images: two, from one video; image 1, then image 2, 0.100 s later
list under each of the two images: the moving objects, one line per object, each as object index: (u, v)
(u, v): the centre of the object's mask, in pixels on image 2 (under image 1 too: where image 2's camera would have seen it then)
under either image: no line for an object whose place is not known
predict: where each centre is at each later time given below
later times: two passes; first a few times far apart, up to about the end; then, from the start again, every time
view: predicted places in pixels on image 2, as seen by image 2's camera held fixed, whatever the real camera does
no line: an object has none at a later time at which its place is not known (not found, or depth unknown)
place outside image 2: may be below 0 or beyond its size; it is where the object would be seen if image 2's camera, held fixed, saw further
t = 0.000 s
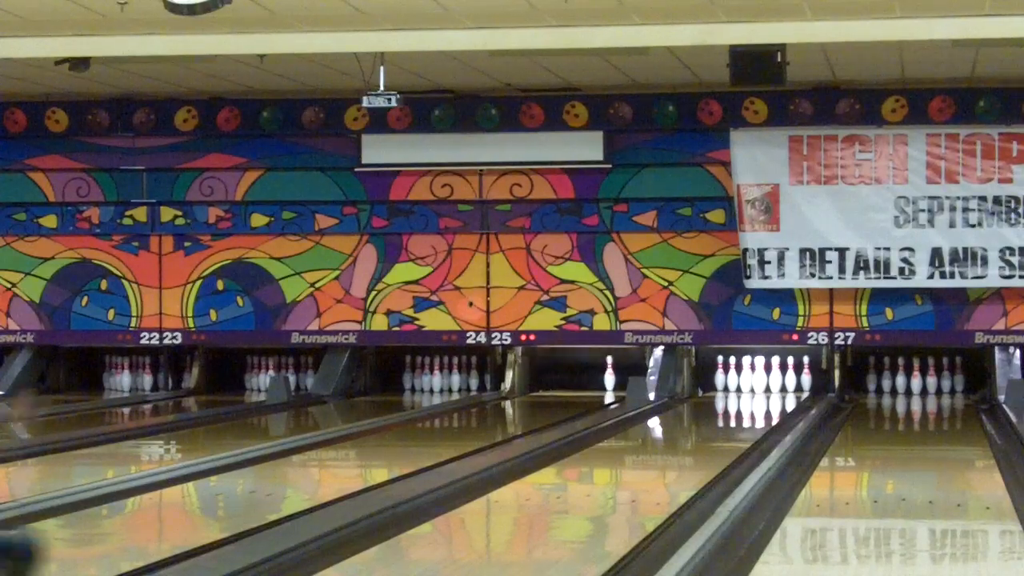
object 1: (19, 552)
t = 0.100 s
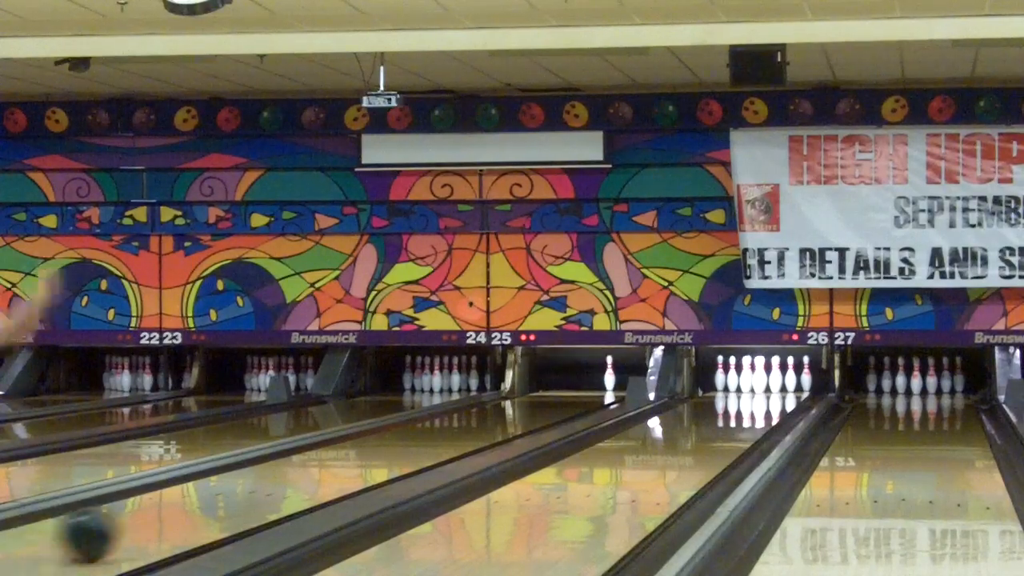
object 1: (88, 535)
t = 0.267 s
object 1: (190, 506)
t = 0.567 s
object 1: (318, 469)
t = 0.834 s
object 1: (399, 447)
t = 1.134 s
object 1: (466, 426)
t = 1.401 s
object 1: (511, 413)
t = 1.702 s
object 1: (553, 402)
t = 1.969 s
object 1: (581, 393)
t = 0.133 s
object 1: (109, 529)
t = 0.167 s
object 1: (131, 523)
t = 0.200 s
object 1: (151, 517)
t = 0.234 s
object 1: (171, 512)
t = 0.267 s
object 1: (190, 506)
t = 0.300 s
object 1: (206, 502)
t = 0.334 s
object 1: (221, 497)
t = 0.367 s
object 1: (238, 493)
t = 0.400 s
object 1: (252, 489)
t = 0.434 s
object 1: (266, 485)
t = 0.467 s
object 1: (279, 480)
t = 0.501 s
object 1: (293, 476)
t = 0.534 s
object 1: (306, 473)
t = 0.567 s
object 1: (318, 469)
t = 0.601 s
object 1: (330, 466)
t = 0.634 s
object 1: (341, 462)
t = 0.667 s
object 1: (351, 460)
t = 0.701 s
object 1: (362, 456)
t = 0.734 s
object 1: (371, 454)
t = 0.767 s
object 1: (381, 451)
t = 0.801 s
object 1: (390, 448)
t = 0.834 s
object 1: (399, 447)
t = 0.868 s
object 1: (407, 444)
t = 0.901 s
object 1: (415, 442)
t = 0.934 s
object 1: (424, 439)
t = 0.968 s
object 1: (431, 437)
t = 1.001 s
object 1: (437, 435)
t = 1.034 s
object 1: (445, 433)
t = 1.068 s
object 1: (452, 431)
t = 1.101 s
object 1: (460, 427)
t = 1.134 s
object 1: (466, 426)
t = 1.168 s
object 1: (473, 423)
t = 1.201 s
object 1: (478, 422)
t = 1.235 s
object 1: (484, 421)
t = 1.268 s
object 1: (489, 418)
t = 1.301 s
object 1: (496, 417)
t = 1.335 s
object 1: (501, 415)
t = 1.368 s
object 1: (504, 414)
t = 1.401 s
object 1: (511, 413)
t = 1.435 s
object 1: (516, 412)
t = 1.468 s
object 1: (521, 411)
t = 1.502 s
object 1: (525, 410)
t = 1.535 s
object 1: (530, 407)
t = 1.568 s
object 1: (536, 407)
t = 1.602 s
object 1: (539, 405)
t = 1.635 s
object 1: (544, 403)
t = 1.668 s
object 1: (548, 403)
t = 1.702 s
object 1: (553, 402)
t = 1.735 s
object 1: (556, 399)
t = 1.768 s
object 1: (559, 400)
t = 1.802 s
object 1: (563, 398)
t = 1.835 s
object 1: (567, 397)
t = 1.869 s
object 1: (570, 396)
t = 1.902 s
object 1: (572, 395)
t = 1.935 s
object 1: (577, 395)
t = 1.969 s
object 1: (581, 393)
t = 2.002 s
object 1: (583, 392)
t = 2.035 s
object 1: (585, 391)
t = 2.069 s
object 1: (590, 391)
